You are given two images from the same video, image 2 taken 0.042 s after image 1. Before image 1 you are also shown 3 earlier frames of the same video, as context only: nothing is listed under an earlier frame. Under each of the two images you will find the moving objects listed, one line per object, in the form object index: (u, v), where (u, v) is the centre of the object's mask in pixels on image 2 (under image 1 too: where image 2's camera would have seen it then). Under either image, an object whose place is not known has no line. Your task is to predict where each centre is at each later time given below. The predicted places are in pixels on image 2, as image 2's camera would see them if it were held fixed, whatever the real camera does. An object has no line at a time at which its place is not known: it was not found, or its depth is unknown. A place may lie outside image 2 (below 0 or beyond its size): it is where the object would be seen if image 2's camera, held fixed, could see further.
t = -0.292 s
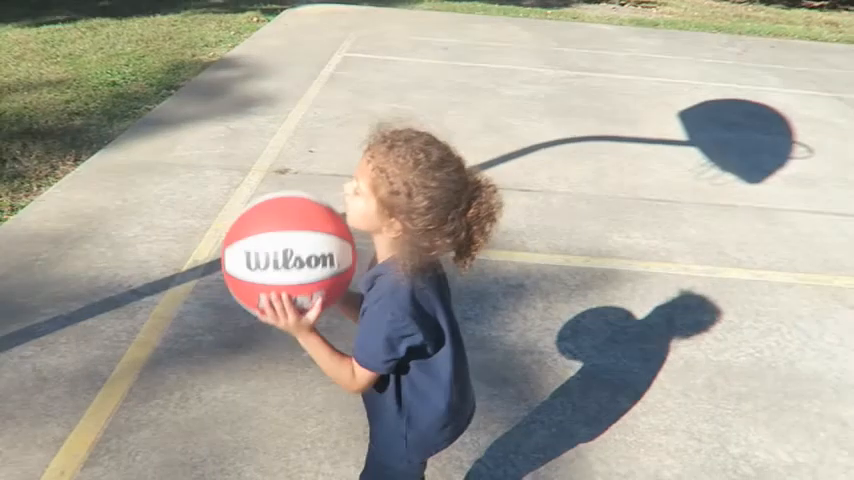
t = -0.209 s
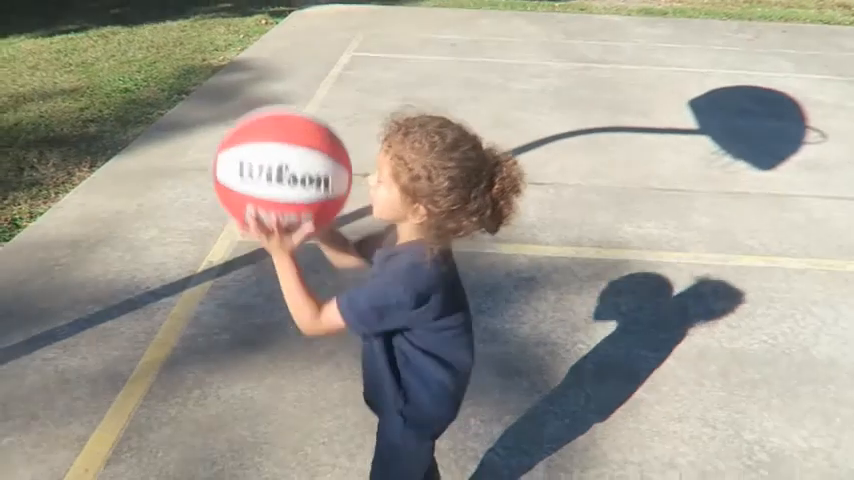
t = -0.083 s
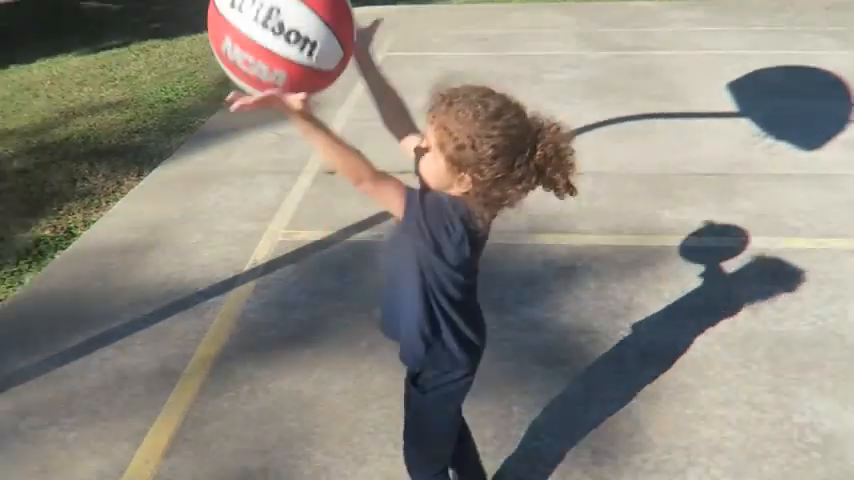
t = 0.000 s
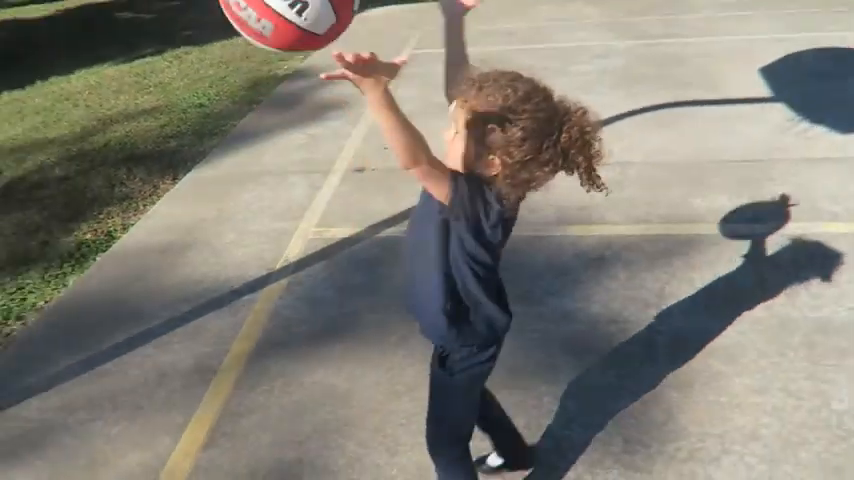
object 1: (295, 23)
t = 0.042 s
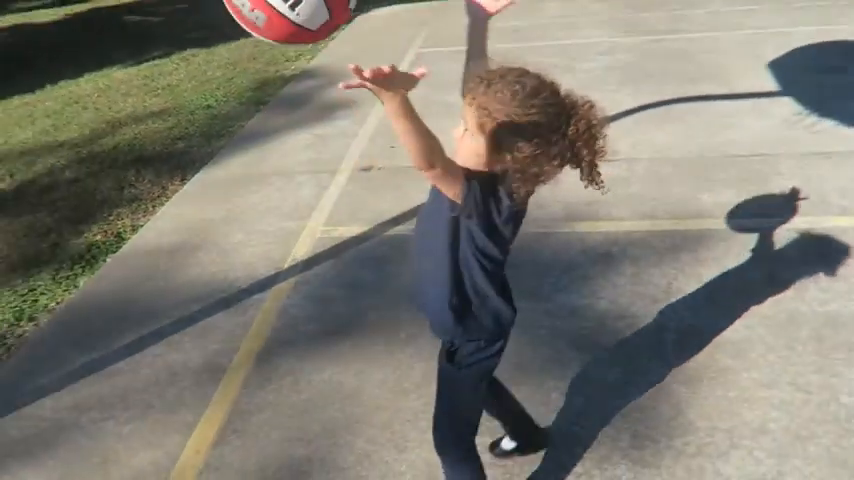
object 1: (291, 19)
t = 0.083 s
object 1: (284, 18)
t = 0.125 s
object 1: (281, 23)
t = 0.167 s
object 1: (278, 34)
